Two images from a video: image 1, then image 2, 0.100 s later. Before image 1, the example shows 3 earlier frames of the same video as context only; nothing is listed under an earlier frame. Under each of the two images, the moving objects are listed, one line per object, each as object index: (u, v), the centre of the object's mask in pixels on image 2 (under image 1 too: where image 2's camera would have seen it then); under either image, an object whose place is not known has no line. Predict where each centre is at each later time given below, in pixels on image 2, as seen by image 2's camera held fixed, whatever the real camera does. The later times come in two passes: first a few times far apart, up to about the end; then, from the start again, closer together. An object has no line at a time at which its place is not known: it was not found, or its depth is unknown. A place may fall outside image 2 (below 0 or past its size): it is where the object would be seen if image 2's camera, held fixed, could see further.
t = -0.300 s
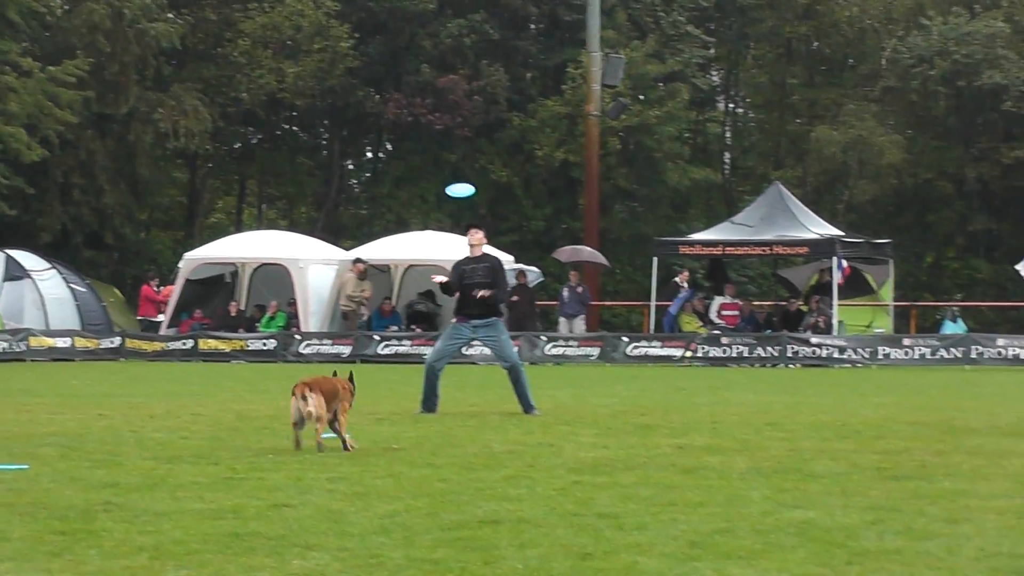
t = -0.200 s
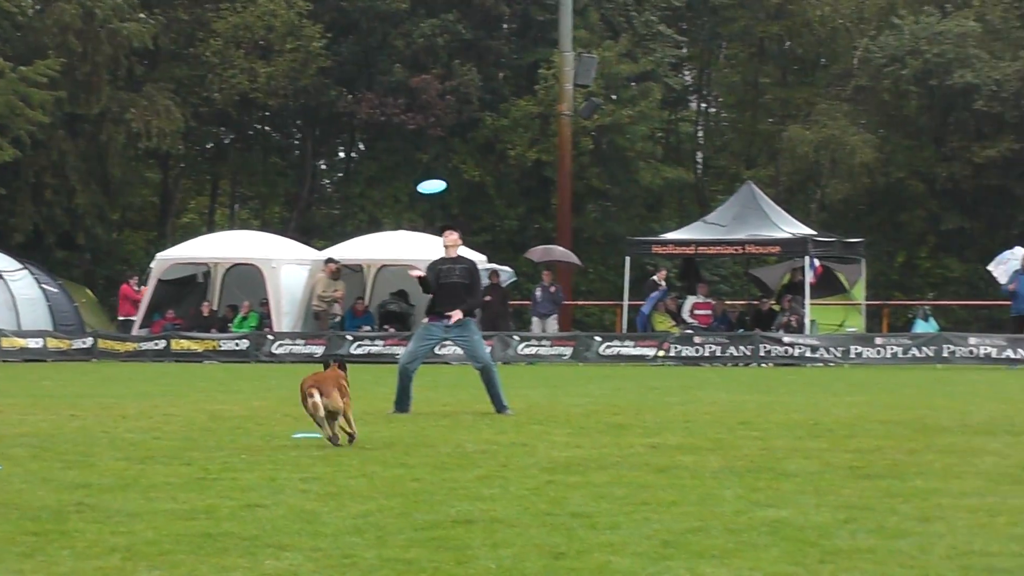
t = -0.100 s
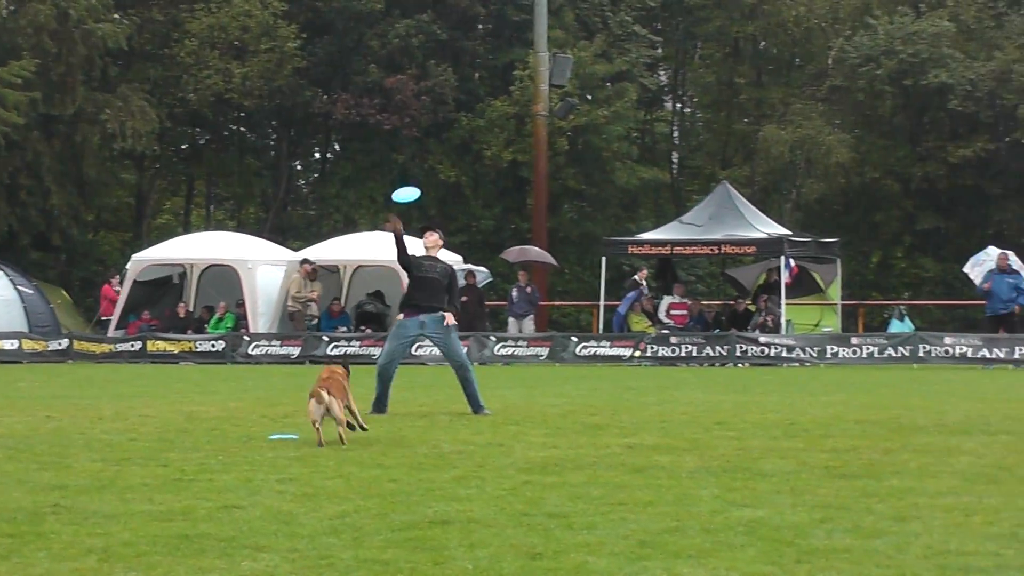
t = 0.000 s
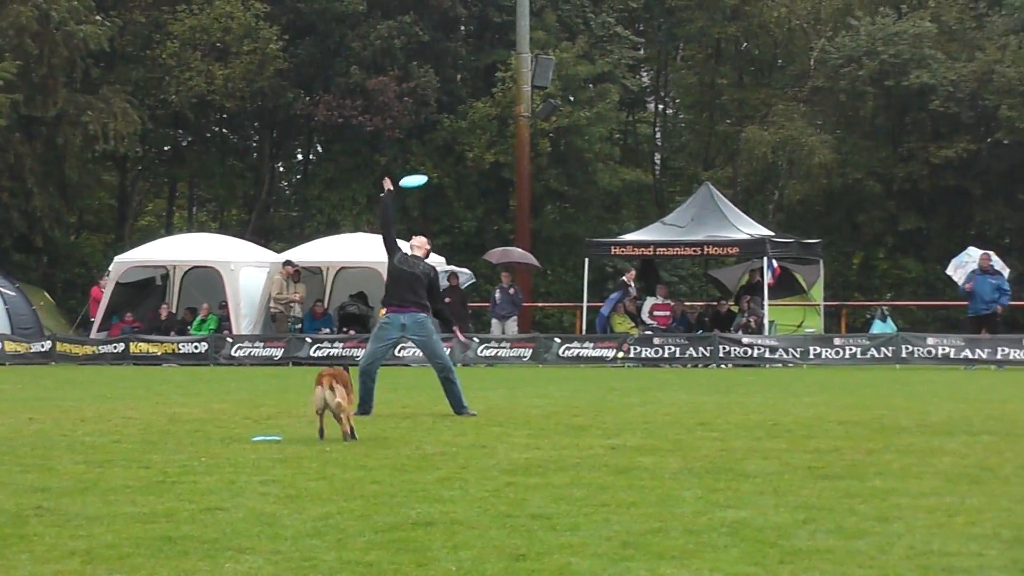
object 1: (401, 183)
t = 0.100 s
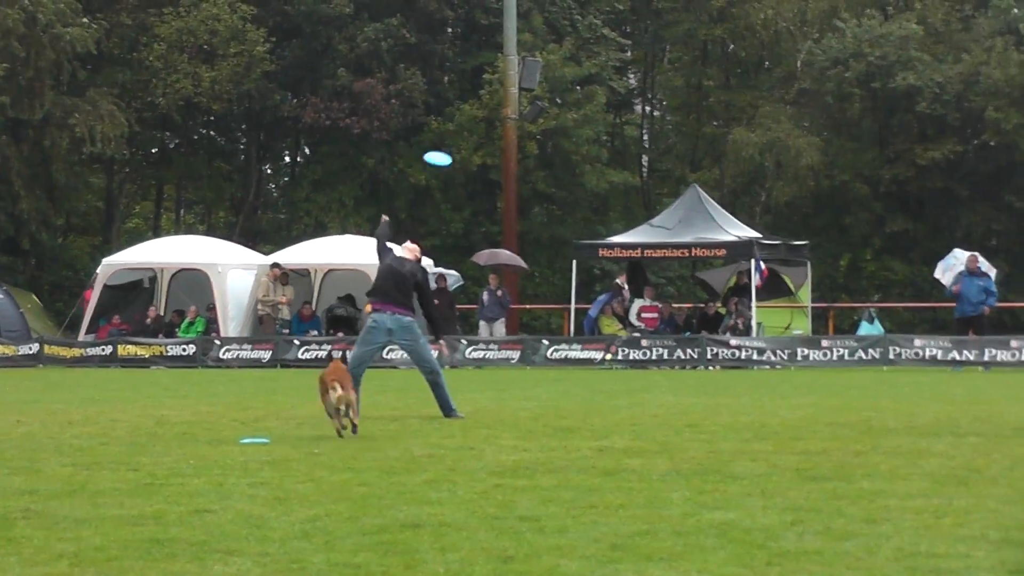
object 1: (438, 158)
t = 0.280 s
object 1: (500, 129)
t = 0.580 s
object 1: (596, 110)
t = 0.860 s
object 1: (673, 111)
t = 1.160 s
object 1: (726, 141)
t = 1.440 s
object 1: (743, 200)
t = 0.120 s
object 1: (445, 154)
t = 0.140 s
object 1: (452, 151)
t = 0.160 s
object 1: (459, 148)
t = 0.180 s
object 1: (467, 144)
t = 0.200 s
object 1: (473, 141)
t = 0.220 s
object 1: (481, 137)
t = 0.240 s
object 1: (487, 134)
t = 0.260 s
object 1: (494, 132)
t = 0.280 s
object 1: (500, 129)
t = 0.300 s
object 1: (507, 127)
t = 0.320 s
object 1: (514, 124)
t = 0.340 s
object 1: (520, 122)
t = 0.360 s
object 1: (527, 121)
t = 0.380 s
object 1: (534, 119)
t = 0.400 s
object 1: (540, 118)
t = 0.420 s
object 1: (547, 116)
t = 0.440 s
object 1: (553, 115)
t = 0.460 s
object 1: (559, 114)
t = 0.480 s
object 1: (566, 113)
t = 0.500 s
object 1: (572, 112)
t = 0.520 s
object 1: (578, 111)
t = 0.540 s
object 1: (585, 111)
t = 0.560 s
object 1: (591, 110)
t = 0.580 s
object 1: (596, 110)
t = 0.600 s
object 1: (603, 109)
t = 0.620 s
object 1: (609, 109)
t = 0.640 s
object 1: (615, 109)
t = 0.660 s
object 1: (621, 109)
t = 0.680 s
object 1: (626, 108)
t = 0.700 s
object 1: (632, 108)
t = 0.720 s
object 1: (637, 108)
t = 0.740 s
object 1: (642, 108)
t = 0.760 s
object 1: (648, 109)
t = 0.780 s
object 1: (653, 109)
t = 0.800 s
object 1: (658, 109)
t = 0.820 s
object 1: (663, 110)
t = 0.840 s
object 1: (668, 111)
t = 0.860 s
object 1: (673, 111)
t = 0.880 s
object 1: (678, 112)
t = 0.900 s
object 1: (682, 113)
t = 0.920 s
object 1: (686, 114)
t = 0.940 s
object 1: (690, 115)
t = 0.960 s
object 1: (694, 117)
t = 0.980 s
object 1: (698, 118)
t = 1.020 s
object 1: (705, 122)
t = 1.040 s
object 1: (709, 124)
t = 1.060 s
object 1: (712, 126)
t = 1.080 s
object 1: (715, 129)
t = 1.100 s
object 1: (718, 131)
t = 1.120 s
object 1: (721, 134)
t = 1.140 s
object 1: (723, 137)
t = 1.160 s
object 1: (726, 141)
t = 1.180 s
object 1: (728, 144)
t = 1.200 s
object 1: (730, 147)
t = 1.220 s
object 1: (732, 150)
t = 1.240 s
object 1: (734, 154)
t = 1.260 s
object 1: (735, 157)
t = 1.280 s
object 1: (737, 161)
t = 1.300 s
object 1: (738, 165)
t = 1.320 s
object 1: (739, 170)
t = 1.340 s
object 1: (740, 174)
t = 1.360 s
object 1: (741, 179)
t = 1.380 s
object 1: (742, 184)
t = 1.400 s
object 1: (742, 189)
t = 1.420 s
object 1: (743, 194)
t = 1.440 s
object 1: (743, 200)
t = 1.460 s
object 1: (743, 205)
